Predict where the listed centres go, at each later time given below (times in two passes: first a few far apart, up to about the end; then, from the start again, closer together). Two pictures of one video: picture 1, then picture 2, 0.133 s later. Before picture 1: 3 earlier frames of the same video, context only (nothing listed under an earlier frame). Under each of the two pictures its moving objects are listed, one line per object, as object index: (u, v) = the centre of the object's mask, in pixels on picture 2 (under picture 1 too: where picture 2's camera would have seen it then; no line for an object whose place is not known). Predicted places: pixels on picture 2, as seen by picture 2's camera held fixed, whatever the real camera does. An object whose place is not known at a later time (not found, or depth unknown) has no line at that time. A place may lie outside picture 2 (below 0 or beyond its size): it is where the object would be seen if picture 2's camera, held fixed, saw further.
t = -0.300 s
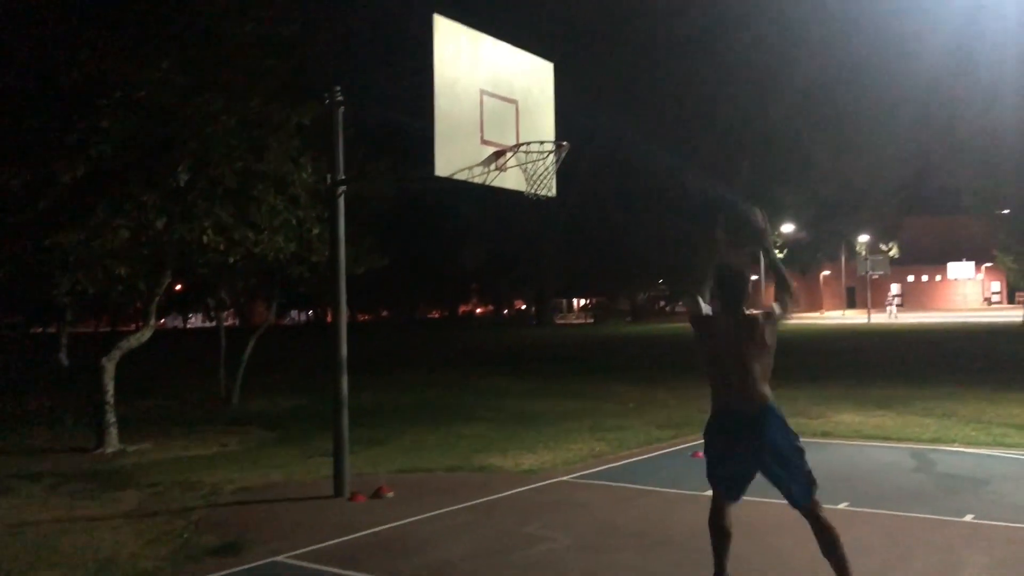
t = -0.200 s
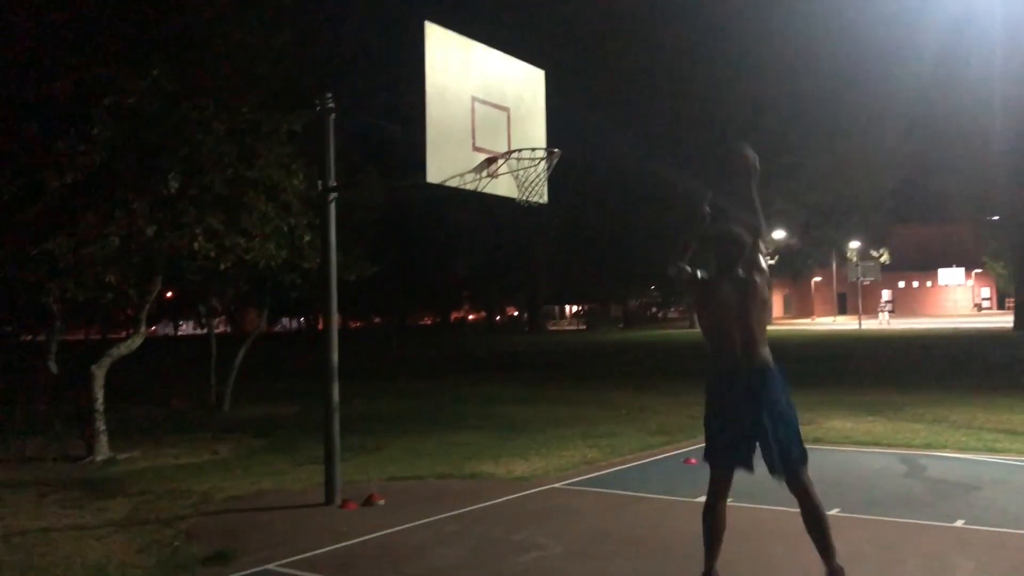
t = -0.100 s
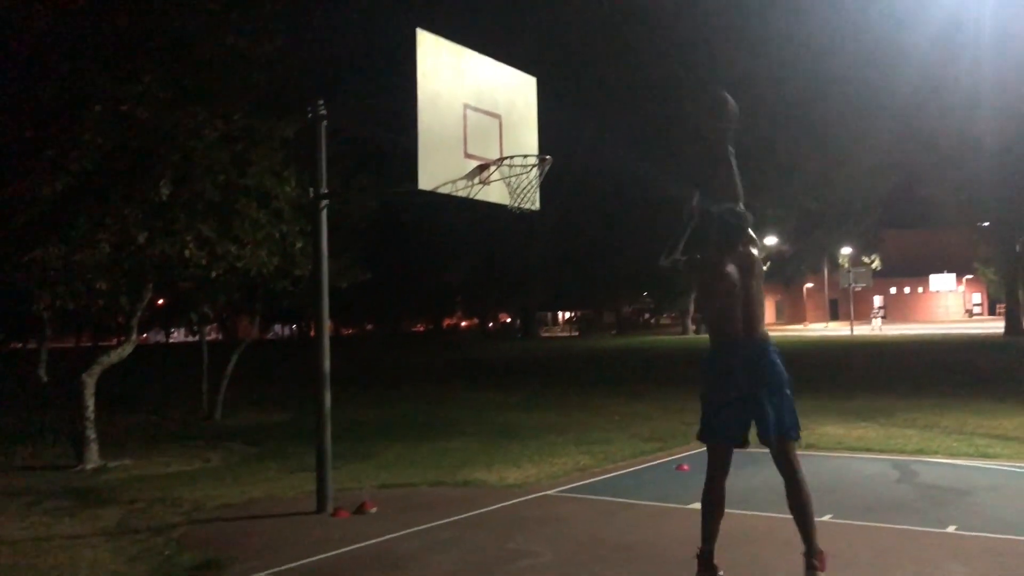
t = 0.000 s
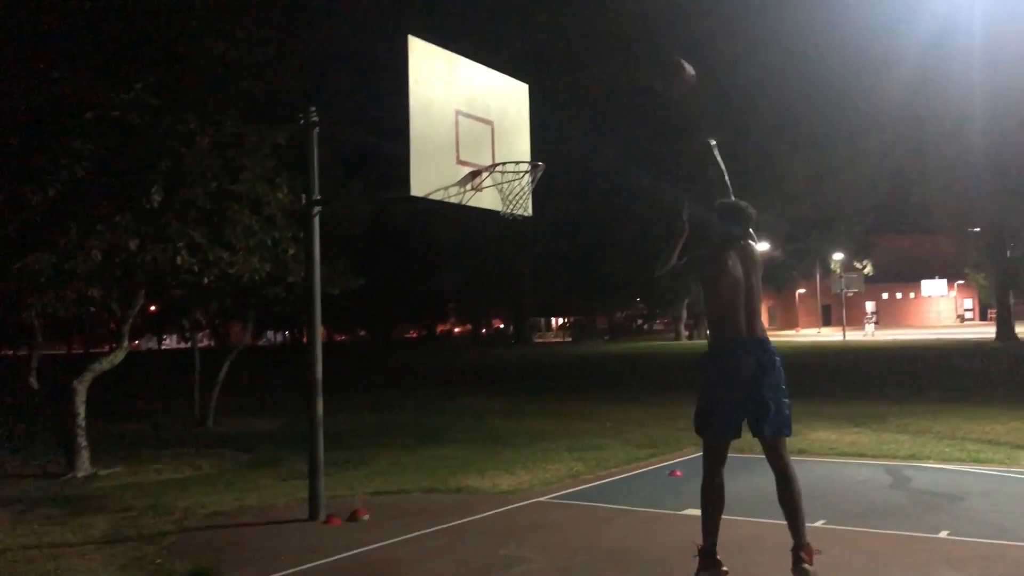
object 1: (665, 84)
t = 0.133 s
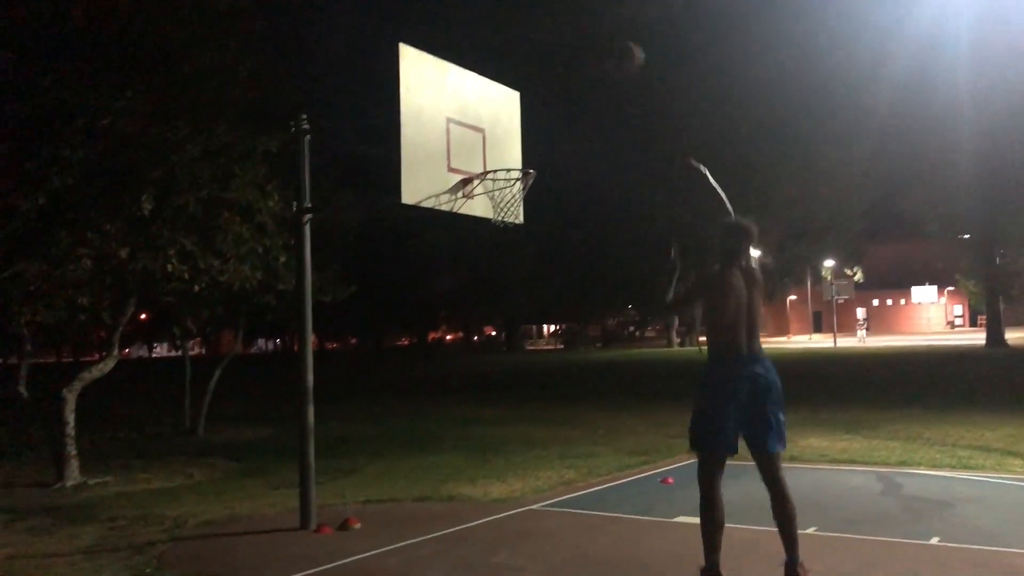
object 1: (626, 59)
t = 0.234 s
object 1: (602, 60)
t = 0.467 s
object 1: (547, 103)
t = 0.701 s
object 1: (507, 193)
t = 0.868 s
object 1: (505, 252)
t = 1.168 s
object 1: (493, 454)
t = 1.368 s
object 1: (488, 490)
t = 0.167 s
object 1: (613, 58)
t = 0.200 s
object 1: (610, 58)
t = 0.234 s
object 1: (602, 60)
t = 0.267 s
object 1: (591, 61)
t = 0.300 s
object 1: (583, 65)
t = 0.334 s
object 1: (577, 70)
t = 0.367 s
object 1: (567, 76)
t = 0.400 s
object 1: (561, 84)
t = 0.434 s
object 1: (555, 94)
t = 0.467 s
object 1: (547, 103)
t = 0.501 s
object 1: (542, 115)
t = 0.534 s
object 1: (539, 123)
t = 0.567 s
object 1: (529, 137)
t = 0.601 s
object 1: (523, 150)
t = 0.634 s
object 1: (517, 165)
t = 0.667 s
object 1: (511, 182)
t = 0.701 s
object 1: (507, 193)
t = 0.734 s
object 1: (505, 204)
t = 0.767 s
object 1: (505, 214)
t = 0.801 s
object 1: (506, 229)
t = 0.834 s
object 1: (506, 238)
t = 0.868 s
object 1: (505, 252)
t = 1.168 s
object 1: (493, 454)
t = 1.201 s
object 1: (492, 487)
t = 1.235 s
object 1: (489, 522)
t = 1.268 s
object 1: (489, 554)
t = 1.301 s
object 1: (488, 540)
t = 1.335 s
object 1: (487, 513)
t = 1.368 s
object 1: (488, 490)
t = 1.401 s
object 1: (487, 467)
